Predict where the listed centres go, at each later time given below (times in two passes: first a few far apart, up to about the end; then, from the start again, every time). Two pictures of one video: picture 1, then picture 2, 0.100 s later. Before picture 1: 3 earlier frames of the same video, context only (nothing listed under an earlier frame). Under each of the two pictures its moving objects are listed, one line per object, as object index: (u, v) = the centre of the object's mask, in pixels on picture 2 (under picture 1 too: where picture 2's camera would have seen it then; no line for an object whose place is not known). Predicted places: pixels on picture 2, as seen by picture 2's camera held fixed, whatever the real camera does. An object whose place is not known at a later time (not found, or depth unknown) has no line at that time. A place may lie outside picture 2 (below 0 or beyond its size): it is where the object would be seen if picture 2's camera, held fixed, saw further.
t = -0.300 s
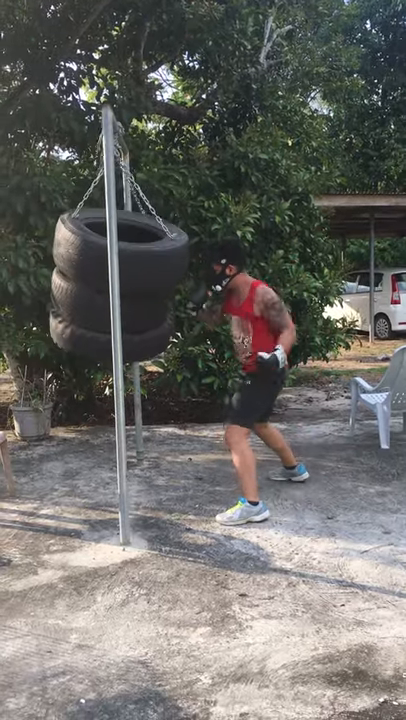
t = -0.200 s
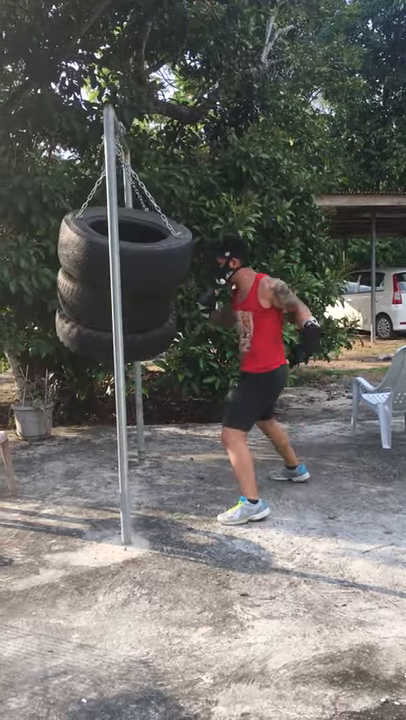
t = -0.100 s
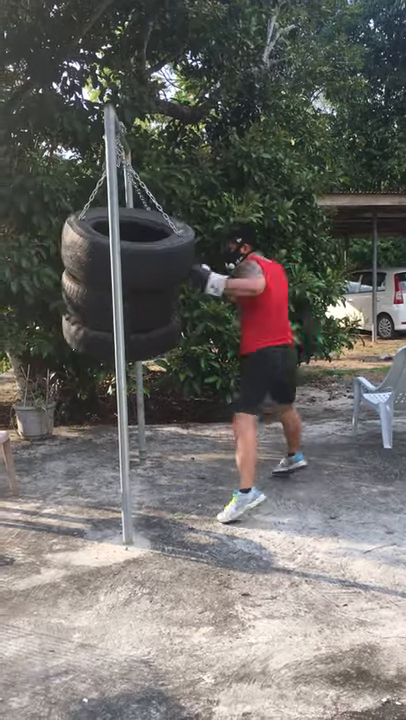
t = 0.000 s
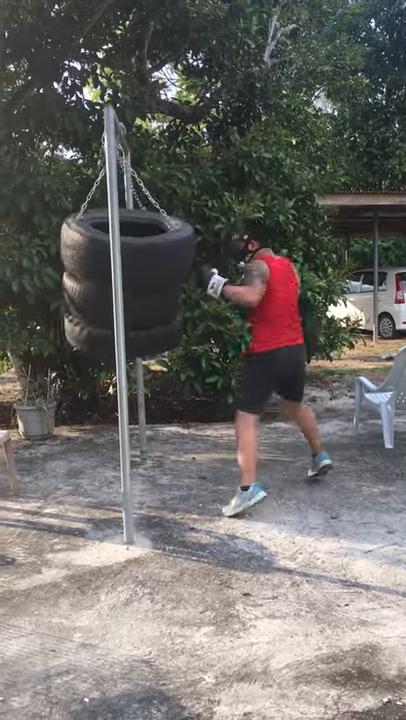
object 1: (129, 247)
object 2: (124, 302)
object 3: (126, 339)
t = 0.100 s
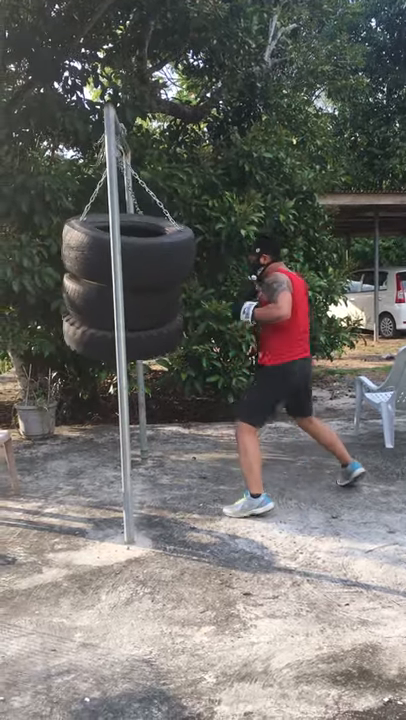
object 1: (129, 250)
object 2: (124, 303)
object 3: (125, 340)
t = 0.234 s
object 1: (130, 249)
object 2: (114, 300)
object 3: (115, 339)
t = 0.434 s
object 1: (126, 251)
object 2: (112, 301)
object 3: (114, 341)
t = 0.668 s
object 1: (129, 243)
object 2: (113, 295)
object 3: (115, 336)
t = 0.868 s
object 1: (129, 239)
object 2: (124, 291)
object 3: (115, 334)
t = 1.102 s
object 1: (126, 244)
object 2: (112, 295)
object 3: (113, 338)
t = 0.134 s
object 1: (129, 250)
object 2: (124, 304)
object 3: (115, 340)
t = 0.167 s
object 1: (129, 250)
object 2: (125, 303)
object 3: (115, 340)
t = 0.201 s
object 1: (130, 250)
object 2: (114, 302)
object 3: (115, 340)
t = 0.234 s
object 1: (130, 249)
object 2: (114, 300)
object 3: (115, 339)
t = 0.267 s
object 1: (130, 250)
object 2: (114, 301)
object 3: (115, 339)
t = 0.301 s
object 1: (130, 250)
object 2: (113, 301)
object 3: (115, 340)
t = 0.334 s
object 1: (129, 251)
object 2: (113, 302)
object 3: (114, 340)
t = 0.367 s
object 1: (128, 252)
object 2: (113, 302)
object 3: (115, 341)
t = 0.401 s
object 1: (128, 252)
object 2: (113, 305)
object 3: (115, 342)
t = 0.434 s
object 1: (126, 251)
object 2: (112, 301)
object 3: (114, 341)
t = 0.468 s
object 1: (126, 250)
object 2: (112, 300)
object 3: (114, 340)
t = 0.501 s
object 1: (126, 249)
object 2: (112, 300)
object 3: (114, 341)
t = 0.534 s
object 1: (126, 248)
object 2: (113, 300)
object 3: (114, 340)
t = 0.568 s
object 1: (126, 247)
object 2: (113, 299)
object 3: (115, 340)
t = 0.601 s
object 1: (127, 246)
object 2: (113, 297)
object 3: (115, 340)
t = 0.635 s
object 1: (128, 244)
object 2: (113, 297)
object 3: (114, 338)
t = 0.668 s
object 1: (129, 243)
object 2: (113, 295)
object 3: (115, 336)
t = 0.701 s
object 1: (129, 241)
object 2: (113, 293)
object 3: (115, 336)
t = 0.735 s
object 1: (129, 240)
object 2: (124, 292)
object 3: (115, 335)
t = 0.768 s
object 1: (129, 239)
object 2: (125, 291)
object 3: (115, 335)
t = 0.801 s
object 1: (129, 238)
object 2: (124, 290)
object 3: (115, 334)
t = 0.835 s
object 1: (129, 238)
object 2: (125, 290)
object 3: (115, 334)
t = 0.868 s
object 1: (129, 239)
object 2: (124, 291)
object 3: (115, 334)
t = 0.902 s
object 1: (128, 239)
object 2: (113, 291)
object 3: (116, 335)
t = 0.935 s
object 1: (128, 239)
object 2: (113, 292)
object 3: (115, 335)
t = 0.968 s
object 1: (128, 240)
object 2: (113, 294)
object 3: (114, 335)
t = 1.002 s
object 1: (128, 241)
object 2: (113, 292)
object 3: (114, 336)
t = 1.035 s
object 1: (127, 242)
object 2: (113, 296)
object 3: (113, 336)
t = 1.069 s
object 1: (127, 242)
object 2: (112, 294)
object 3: (113, 337)
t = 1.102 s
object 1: (126, 244)
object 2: (112, 295)
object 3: (113, 338)
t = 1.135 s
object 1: (126, 245)
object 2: (113, 297)
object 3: (113, 339)
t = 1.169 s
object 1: (125, 246)
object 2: (113, 297)
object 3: (113, 340)
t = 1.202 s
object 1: (125, 247)
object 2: (112, 299)
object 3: (113, 340)
